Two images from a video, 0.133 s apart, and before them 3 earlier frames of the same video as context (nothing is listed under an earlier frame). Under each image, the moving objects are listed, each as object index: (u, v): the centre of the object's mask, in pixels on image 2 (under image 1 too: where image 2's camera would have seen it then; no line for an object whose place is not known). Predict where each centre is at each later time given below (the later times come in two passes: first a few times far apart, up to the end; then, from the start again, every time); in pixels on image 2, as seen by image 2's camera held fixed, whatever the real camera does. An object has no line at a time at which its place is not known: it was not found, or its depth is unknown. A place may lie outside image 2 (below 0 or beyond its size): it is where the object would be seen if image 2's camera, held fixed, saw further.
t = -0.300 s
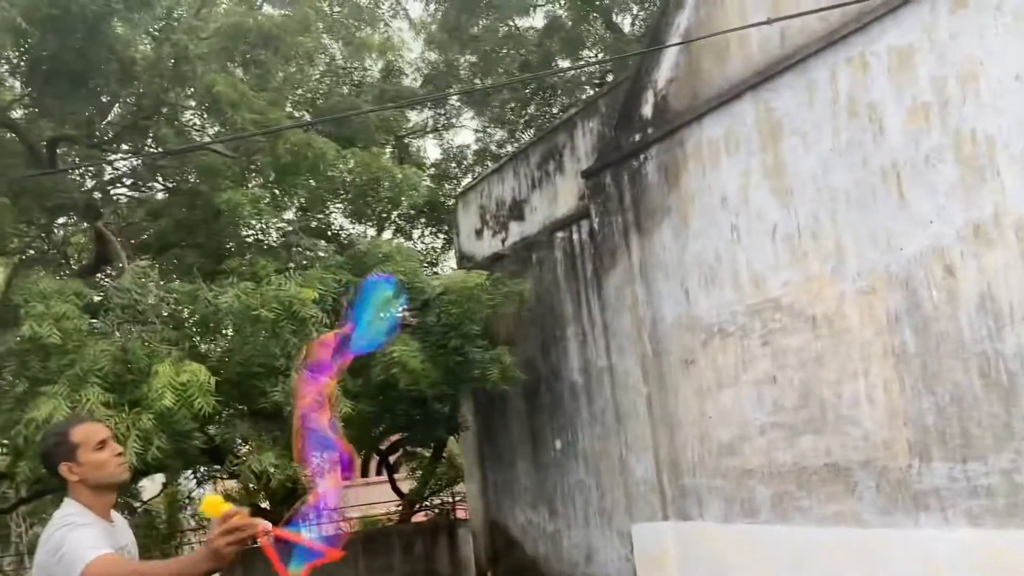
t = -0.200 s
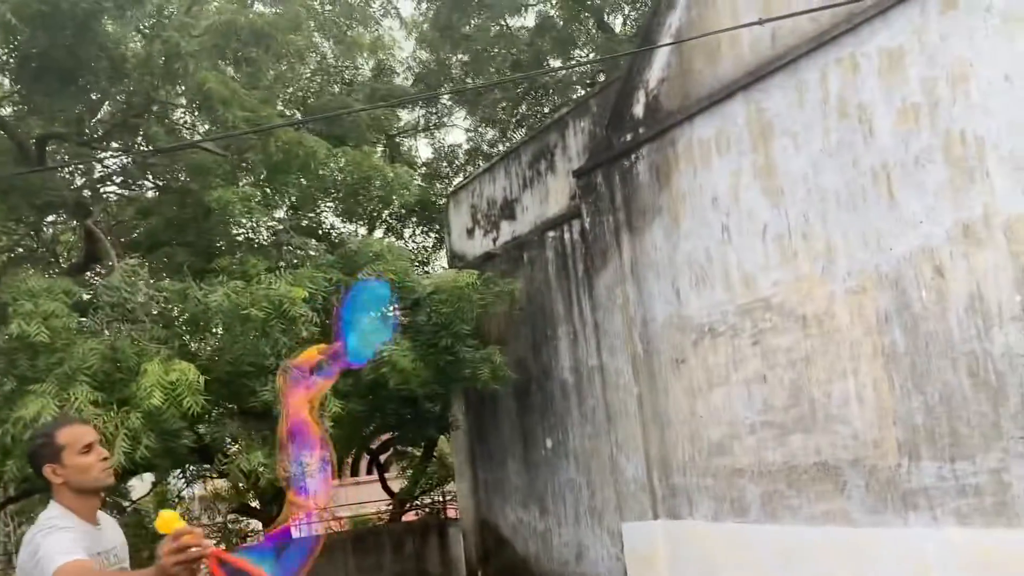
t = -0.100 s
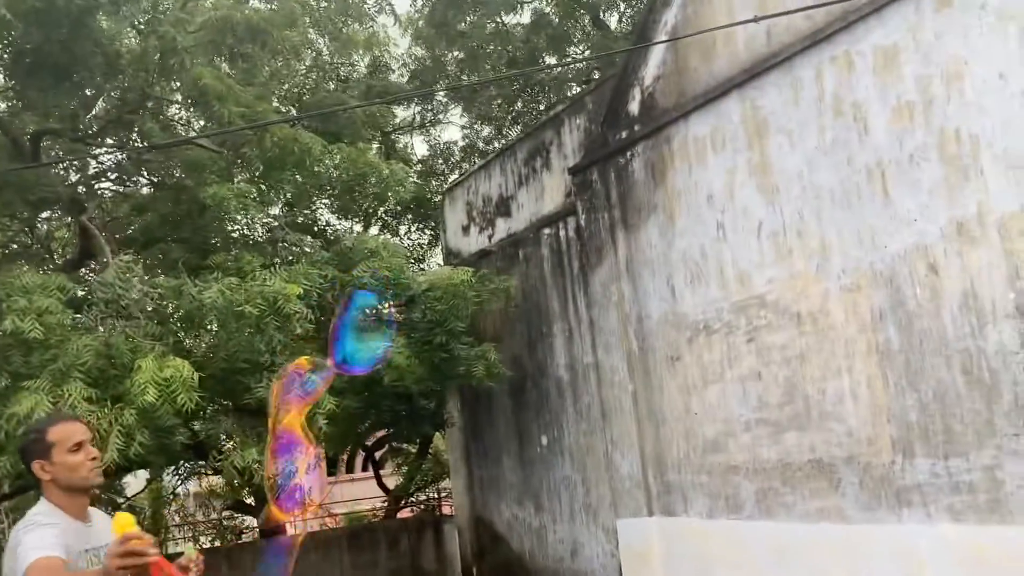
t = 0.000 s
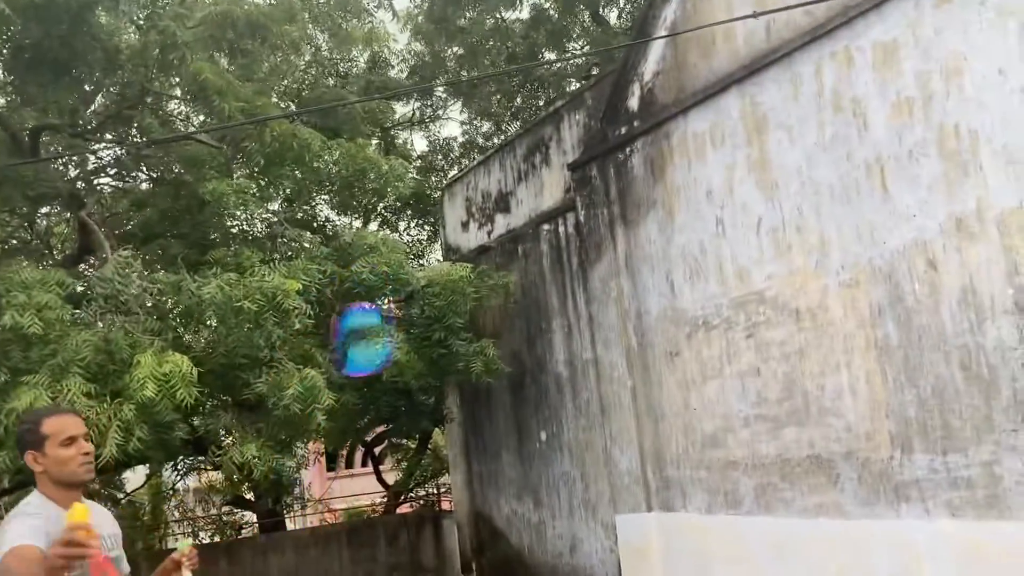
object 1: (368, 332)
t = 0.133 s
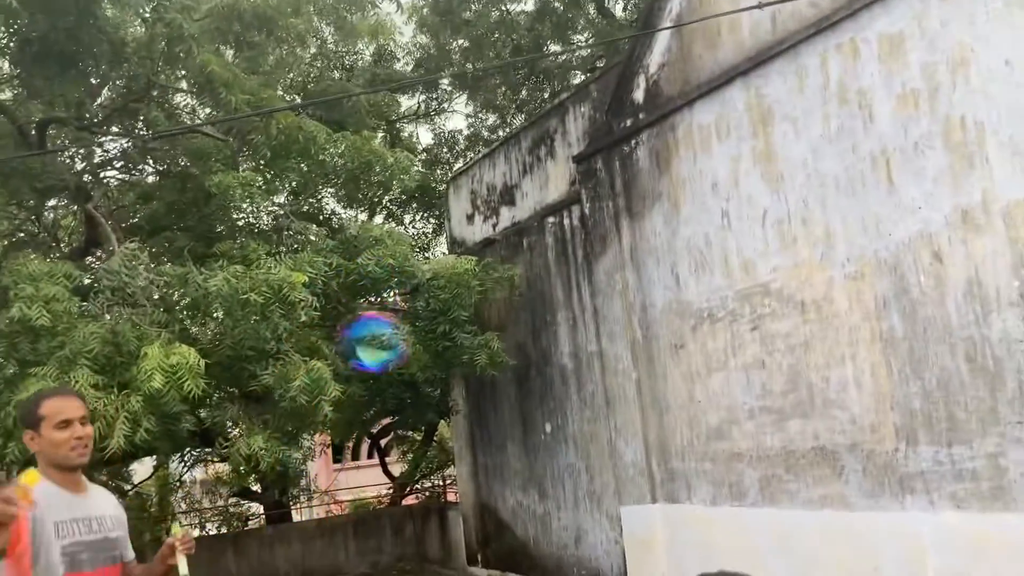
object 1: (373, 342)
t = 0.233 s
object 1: (375, 350)
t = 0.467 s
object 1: (378, 369)
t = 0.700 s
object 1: (379, 389)
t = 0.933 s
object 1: (379, 405)
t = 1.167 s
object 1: (376, 417)
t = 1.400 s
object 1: (371, 431)
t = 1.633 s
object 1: (366, 438)
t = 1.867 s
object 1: (356, 445)
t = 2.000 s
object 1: (357, 448)
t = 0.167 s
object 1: (374, 344)
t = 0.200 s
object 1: (375, 347)
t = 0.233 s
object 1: (375, 350)
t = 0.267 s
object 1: (375, 353)
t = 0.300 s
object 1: (376, 355)
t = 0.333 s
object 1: (377, 357)
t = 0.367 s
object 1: (377, 360)
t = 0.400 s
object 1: (378, 363)
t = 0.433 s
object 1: (378, 366)
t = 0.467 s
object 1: (378, 369)
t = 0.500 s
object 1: (378, 373)
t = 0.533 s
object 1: (379, 376)
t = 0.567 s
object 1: (379, 377)
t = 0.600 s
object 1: (380, 380)
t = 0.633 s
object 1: (380, 382)
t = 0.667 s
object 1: (379, 385)
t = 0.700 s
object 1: (379, 389)
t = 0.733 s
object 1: (378, 392)
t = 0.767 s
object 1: (379, 394)
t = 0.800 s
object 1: (378, 397)
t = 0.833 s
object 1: (378, 400)
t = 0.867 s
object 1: (379, 402)
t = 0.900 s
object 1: (379, 403)
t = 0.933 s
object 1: (379, 405)
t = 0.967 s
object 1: (379, 407)
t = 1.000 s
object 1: (378, 409)
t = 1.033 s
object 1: (378, 410)
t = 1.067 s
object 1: (377, 412)
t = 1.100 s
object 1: (377, 414)
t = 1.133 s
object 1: (377, 416)
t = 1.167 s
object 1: (376, 417)
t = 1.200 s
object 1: (375, 420)
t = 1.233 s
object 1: (375, 421)
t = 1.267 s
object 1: (374, 423)
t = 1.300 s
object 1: (373, 426)
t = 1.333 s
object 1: (372, 428)
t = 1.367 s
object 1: (372, 430)
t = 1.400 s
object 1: (371, 431)
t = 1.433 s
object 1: (371, 432)
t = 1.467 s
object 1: (371, 434)
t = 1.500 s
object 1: (370, 435)
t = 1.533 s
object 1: (368, 437)
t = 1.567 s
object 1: (367, 437)
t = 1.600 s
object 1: (366, 438)
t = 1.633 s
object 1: (366, 438)
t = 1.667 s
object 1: (367, 440)
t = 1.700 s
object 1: (364, 441)
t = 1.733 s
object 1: (360, 442)
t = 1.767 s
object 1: (359, 442)
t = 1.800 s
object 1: (359, 443)
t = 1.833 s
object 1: (357, 444)
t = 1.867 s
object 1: (356, 445)
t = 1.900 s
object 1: (357, 446)
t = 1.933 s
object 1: (356, 447)
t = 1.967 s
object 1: (356, 447)
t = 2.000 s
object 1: (357, 448)
